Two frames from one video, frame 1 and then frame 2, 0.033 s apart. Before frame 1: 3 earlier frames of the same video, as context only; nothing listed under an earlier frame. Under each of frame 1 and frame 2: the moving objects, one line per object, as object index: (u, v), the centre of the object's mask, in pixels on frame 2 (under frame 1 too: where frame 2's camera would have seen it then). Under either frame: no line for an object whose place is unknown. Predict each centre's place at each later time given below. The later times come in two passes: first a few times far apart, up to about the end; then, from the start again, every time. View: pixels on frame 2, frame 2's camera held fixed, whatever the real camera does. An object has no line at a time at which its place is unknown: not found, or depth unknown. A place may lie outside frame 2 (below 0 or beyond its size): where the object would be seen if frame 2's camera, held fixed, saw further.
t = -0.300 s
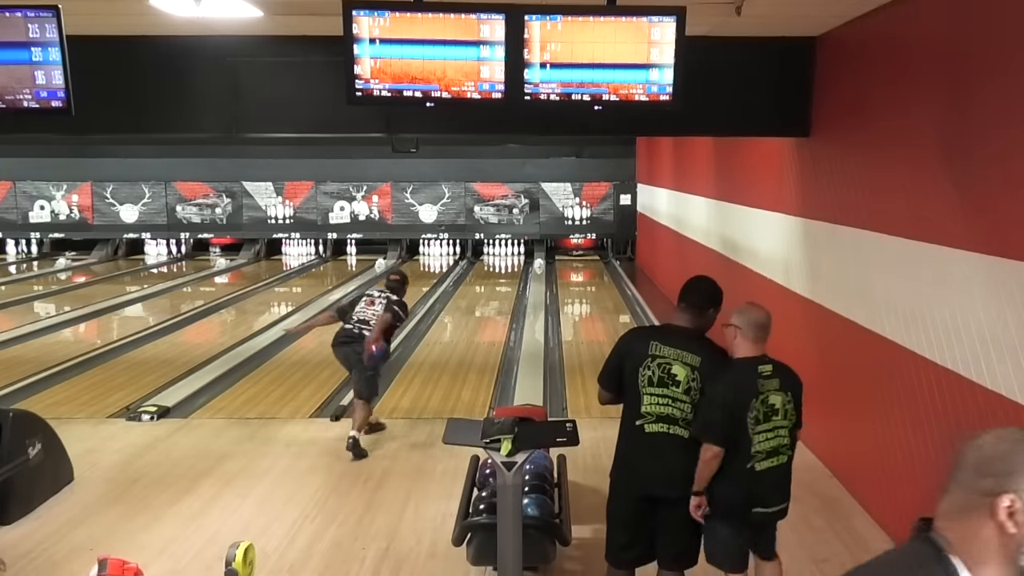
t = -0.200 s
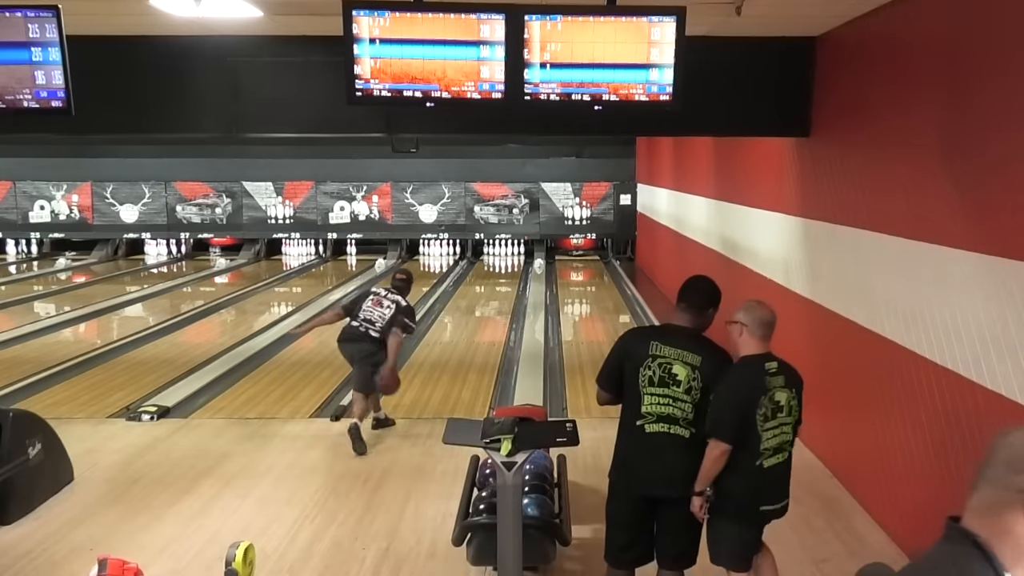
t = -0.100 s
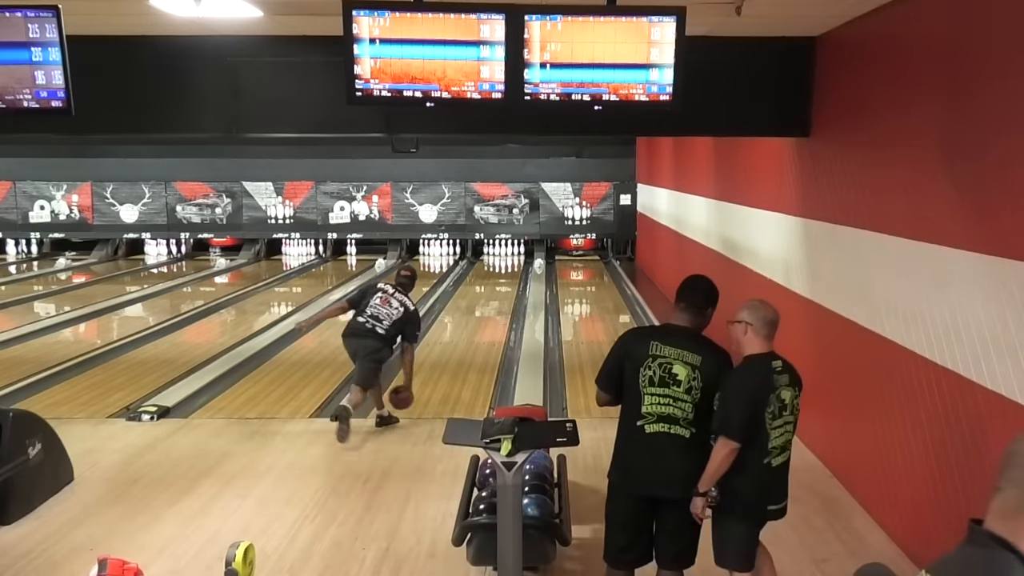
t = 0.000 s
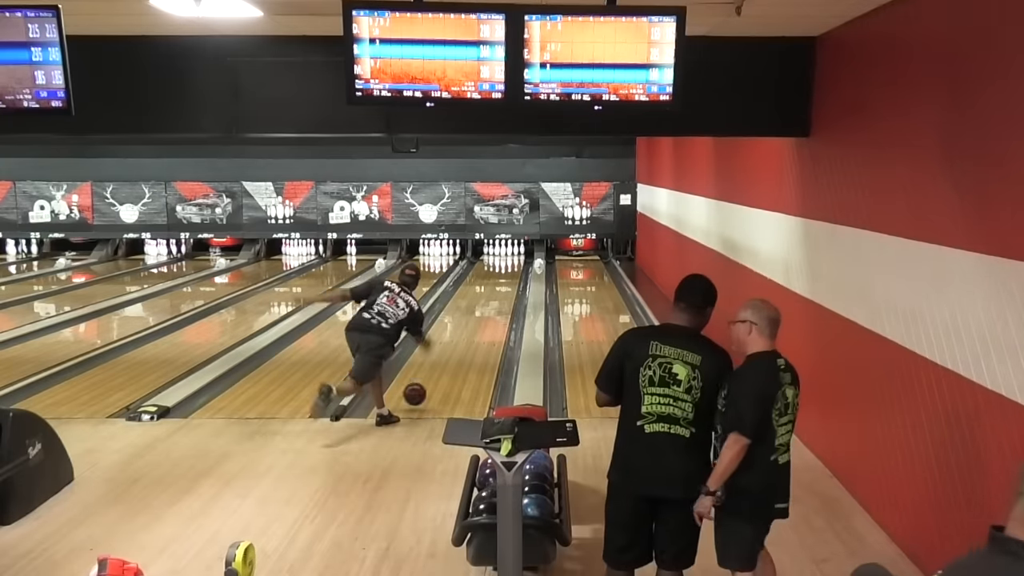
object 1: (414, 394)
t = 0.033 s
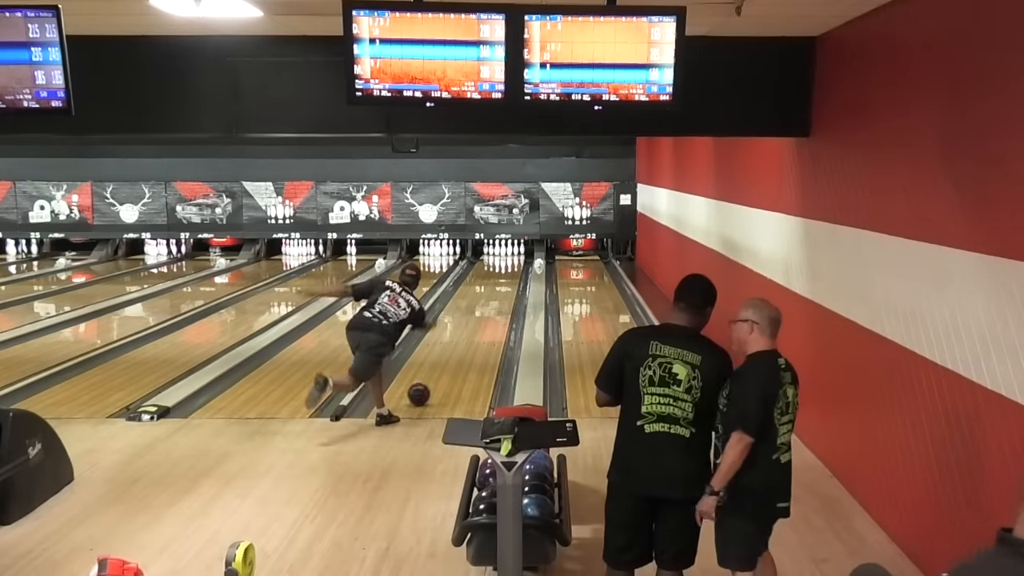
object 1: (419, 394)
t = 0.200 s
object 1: (436, 372)
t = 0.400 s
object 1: (452, 351)
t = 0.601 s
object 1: (465, 334)
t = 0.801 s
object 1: (476, 320)
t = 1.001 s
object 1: (485, 307)
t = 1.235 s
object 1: (493, 295)
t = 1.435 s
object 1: (498, 287)
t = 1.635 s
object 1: (503, 280)
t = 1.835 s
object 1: (507, 273)
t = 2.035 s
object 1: (509, 268)
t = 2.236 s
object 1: (509, 263)
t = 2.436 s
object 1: (507, 258)
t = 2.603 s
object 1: (505, 255)
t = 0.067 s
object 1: (422, 389)
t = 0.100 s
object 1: (426, 384)
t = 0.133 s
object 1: (429, 381)
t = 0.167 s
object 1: (433, 376)
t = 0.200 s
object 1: (436, 372)
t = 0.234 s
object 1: (439, 368)
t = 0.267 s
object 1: (442, 364)
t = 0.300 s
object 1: (444, 360)
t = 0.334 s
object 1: (447, 357)
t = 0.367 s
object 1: (450, 354)
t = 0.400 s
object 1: (452, 351)
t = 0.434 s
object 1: (454, 348)
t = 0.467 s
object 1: (457, 345)
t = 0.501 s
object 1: (459, 342)
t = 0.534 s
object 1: (461, 339)
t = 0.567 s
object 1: (463, 336)
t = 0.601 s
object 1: (465, 334)
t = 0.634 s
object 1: (467, 331)
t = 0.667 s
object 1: (469, 329)
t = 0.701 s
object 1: (471, 326)
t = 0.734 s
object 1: (472, 324)
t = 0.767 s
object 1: (474, 322)
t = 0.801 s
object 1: (476, 320)
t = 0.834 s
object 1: (478, 317)
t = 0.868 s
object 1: (479, 315)
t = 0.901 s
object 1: (481, 313)
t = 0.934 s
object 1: (482, 311)
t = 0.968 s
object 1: (483, 309)
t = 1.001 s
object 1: (485, 307)
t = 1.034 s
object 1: (486, 305)
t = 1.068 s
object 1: (487, 304)
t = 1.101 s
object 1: (488, 302)
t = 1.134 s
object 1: (489, 300)
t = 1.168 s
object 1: (491, 299)
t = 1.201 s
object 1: (492, 297)
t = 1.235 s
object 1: (493, 295)
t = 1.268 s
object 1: (494, 294)
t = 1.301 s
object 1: (495, 292)
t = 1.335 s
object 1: (496, 291)
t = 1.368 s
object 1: (497, 290)
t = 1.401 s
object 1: (498, 288)
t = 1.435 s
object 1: (498, 287)
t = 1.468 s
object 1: (499, 286)
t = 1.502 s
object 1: (500, 284)
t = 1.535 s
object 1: (501, 283)
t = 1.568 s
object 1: (502, 282)
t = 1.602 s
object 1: (503, 281)
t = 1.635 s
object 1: (503, 280)
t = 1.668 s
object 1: (504, 279)
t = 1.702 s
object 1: (505, 278)
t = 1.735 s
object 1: (505, 276)
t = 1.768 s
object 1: (506, 275)
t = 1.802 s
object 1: (506, 274)
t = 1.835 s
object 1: (507, 273)
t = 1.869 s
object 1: (507, 272)
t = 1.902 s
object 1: (508, 271)
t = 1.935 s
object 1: (508, 270)
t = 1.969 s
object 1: (509, 270)
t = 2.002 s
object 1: (509, 268)
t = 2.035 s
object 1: (509, 268)
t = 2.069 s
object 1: (509, 267)
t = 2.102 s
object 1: (509, 266)
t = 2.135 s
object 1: (509, 265)
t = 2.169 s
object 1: (509, 264)
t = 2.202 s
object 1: (509, 263)
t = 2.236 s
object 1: (509, 263)
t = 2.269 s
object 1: (508, 262)
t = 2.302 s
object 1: (508, 261)
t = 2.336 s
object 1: (508, 261)
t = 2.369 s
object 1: (508, 260)
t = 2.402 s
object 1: (507, 259)
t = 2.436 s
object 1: (507, 258)
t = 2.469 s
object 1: (506, 258)
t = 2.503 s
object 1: (506, 257)
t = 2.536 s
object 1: (506, 257)
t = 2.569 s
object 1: (505, 256)
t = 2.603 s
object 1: (505, 255)
